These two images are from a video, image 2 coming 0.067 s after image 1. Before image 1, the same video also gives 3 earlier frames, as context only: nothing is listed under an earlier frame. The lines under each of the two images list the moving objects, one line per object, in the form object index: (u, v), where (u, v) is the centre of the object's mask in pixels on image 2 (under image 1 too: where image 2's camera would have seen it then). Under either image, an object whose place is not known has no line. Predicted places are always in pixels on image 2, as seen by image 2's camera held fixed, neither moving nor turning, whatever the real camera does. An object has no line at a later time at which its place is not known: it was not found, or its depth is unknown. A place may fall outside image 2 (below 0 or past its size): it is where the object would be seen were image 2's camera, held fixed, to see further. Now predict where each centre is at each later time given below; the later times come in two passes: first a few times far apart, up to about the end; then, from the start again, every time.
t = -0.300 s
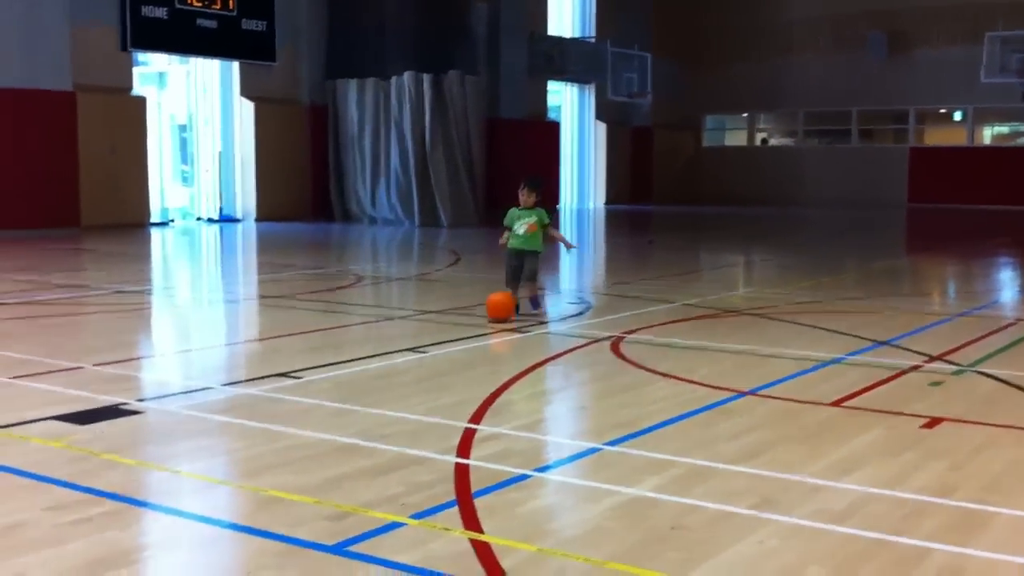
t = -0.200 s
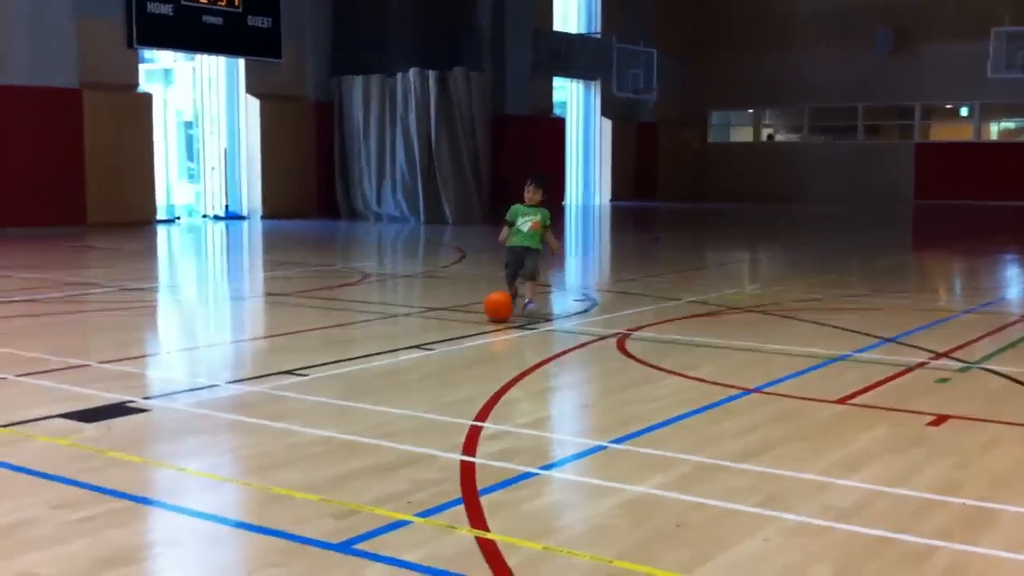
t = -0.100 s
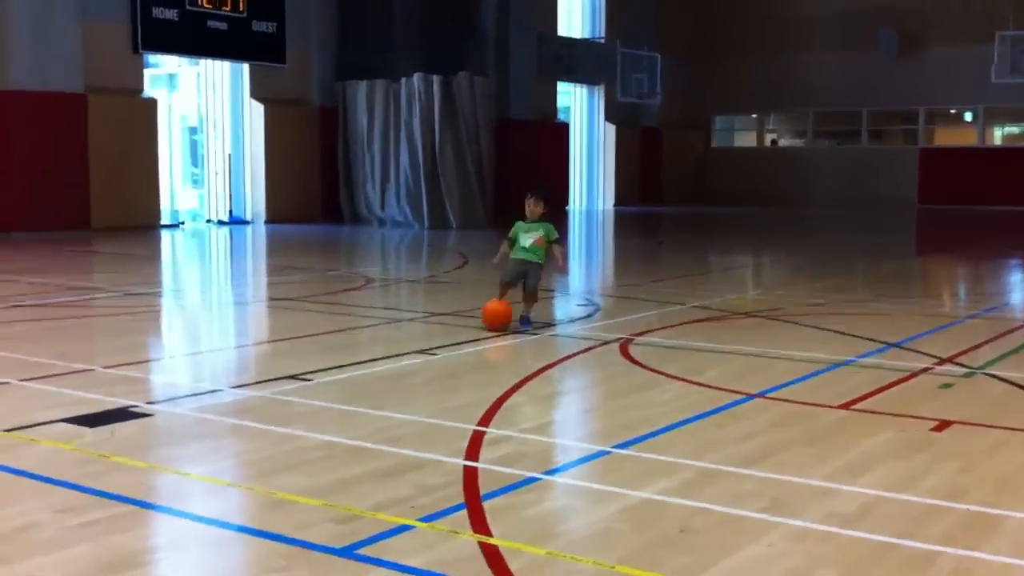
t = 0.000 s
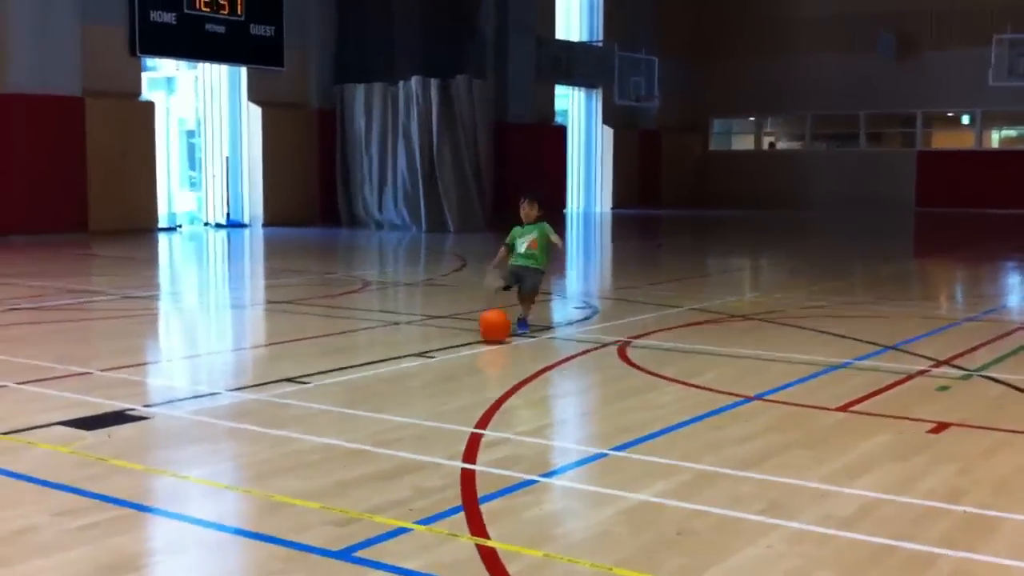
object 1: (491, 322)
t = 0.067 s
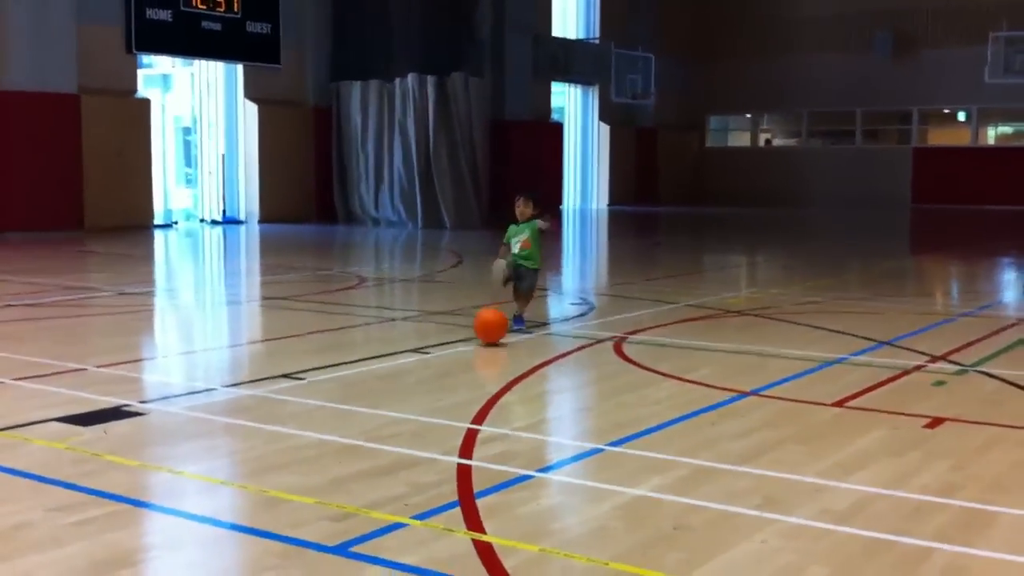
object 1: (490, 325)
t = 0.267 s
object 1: (491, 346)
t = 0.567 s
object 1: (492, 380)
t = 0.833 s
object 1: (495, 427)
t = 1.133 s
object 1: (499, 503)
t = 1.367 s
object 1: (507, 574)
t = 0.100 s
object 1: (491, 328)
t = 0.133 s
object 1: (491, 333)
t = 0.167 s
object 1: (491, 336)
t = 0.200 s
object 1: (490, 338)
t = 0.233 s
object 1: (490, 342)
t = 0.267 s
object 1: (491, 346)
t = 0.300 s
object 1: (491, 349)
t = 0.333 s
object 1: (491, 353)
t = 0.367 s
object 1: (491, 357)
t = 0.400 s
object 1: (491, 360)
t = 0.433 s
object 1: (491, 362)
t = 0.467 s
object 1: (492, 368)
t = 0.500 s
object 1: (492, 374)
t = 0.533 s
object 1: (492, 376)
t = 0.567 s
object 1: (492, 380)
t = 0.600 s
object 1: (493, 387)
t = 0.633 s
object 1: (493, 392)
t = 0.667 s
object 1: (493, 396)
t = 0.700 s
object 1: (494, 402)
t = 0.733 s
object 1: (494, 409)
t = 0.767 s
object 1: (495, 413)
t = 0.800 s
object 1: (495, 418)
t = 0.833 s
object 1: (495, 427)
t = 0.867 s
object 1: (495, 434)
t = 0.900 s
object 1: (496, 438)
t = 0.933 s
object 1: (497, 446)
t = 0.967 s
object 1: (496, 460)
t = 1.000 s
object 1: (497, 466)
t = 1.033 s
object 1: (498, 472)
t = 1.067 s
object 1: (499, 484)
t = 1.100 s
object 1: (498, 498)
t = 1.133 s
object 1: (499, 503)
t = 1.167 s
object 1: (500, 511)
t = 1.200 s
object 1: (501, 527)
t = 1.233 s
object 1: (502, 543)
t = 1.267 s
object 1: (503, 548)
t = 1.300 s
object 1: (505, 555)
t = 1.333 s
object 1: (507, 564)
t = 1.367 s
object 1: (507, 574)
